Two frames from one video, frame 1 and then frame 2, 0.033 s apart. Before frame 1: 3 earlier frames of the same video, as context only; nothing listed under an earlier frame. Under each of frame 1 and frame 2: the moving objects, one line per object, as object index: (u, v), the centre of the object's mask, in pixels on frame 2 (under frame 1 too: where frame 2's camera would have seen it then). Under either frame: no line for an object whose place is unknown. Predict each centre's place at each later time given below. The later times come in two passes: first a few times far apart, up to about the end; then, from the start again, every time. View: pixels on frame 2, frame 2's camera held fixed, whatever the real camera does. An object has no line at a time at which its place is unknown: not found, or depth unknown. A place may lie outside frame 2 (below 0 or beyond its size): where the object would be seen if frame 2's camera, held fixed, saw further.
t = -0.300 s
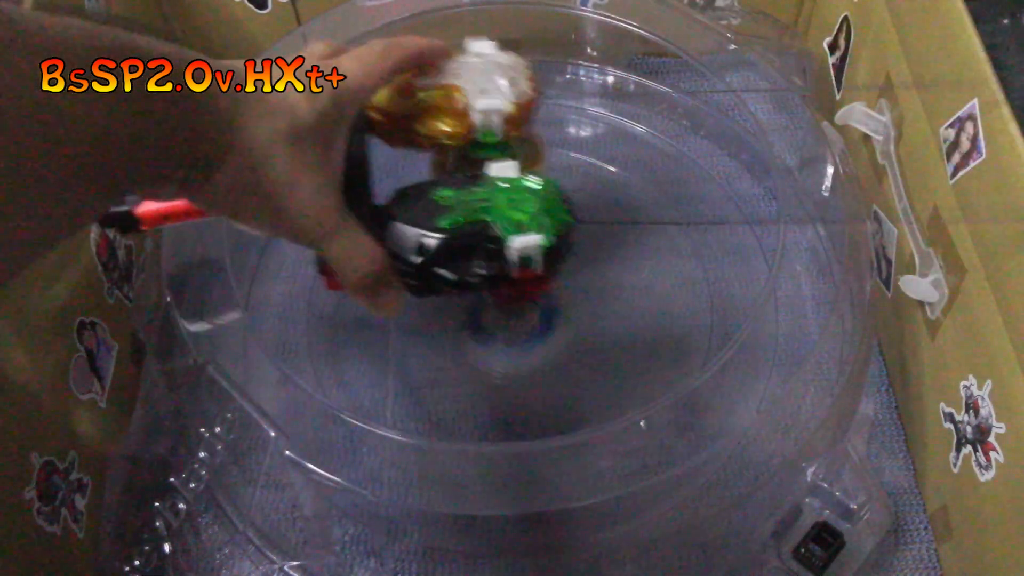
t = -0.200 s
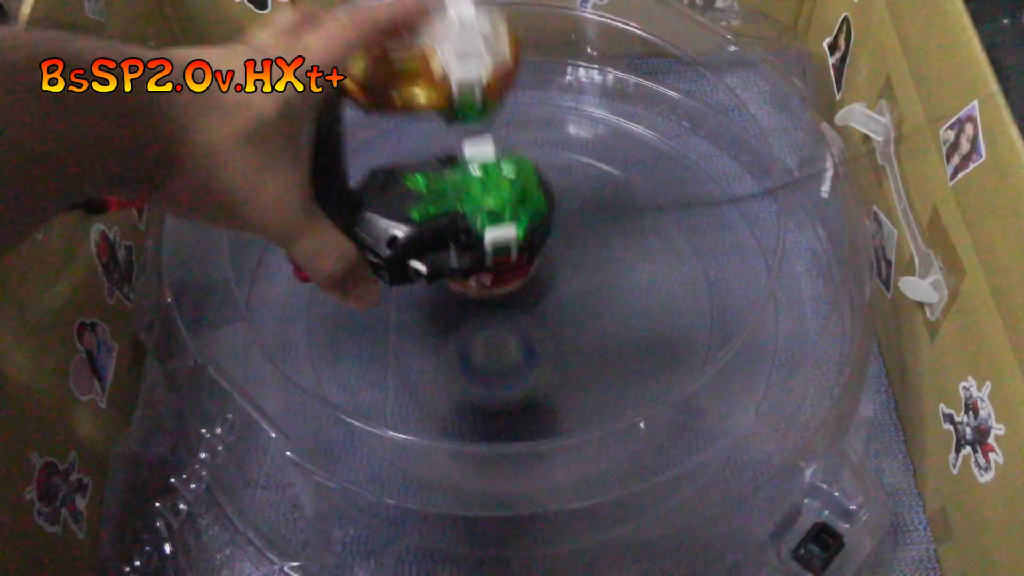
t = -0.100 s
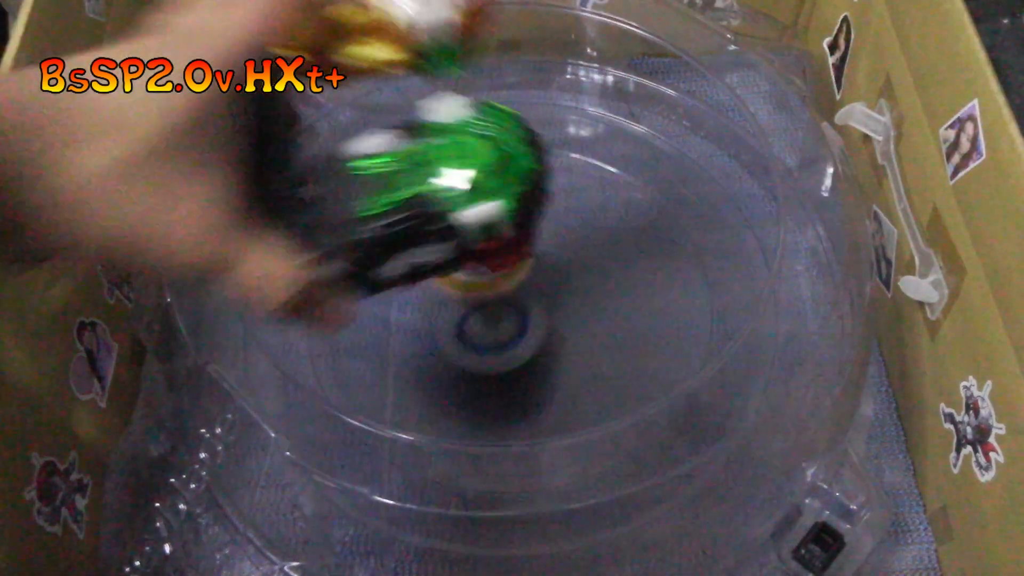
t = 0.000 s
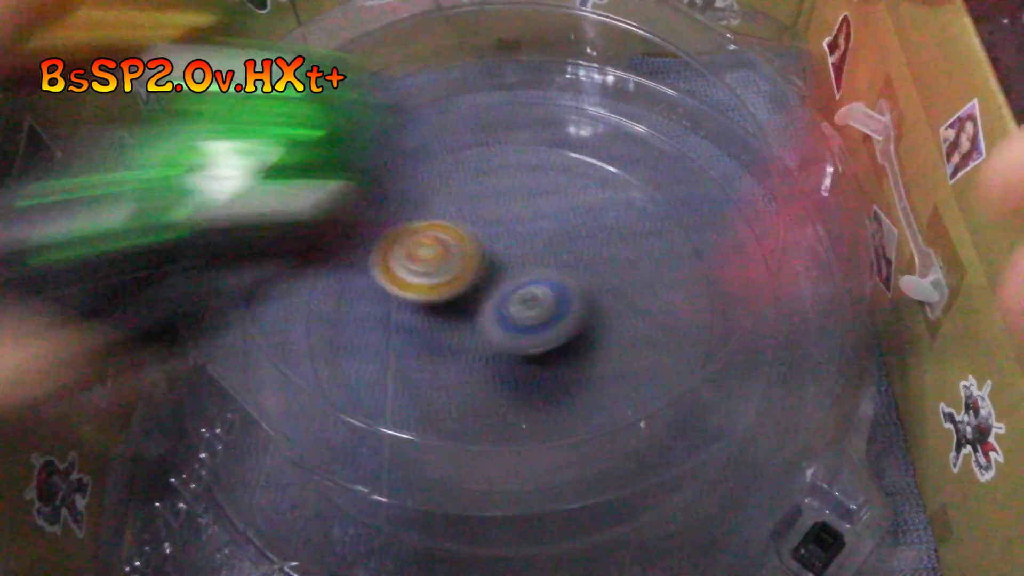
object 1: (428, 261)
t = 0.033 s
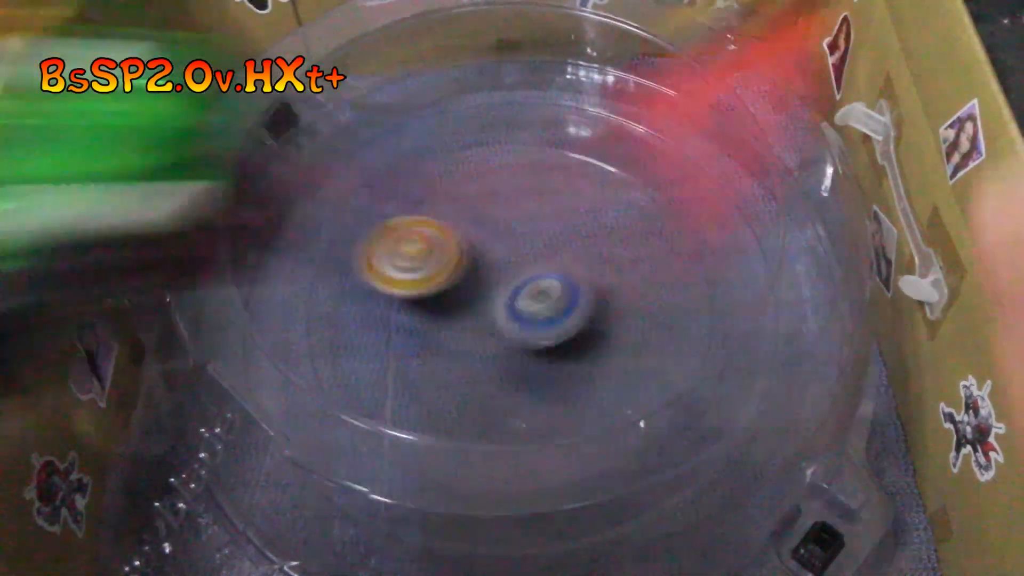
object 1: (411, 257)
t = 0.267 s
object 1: (364, 304)
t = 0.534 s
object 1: (433, 362)
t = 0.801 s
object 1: (509, 350)
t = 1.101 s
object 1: (526, 330)
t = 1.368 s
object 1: (518, 283)
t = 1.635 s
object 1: (529, 273)
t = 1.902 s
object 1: (455, 113)
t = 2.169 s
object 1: (428, 307)
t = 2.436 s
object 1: (656, 400)
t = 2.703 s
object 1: (763, 295)
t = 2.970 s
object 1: (762, 287)
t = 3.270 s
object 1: (750, 282)
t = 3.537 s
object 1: (728, 275)
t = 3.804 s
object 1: (636, 245)
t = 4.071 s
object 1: (365, 261)
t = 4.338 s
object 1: (236, 364)
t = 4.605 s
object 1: (223, 358)
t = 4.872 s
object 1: (230, 333)
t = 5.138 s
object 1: (273, 317)
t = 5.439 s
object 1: (361, 316)
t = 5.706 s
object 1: (258, 294)
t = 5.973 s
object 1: (439, 309)
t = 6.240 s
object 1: (442, 311)
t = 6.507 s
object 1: (426, 320)
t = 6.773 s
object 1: (421, 288)
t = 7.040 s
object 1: (444, 284)
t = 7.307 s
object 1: (448, 292)
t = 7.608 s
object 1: (459, 276)
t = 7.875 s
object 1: (440, 260)
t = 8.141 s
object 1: (447, 269)
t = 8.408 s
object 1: (451, 273)
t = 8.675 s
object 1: (438, 263)
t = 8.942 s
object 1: (465, 273)
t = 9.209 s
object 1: (528, 251)
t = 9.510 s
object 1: (560, 275)
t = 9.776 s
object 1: (550, 310)
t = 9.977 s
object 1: (546, 319)
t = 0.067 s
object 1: (397, 256)
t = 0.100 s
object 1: (385, 257)
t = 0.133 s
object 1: (376, 261)
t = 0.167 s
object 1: (370, 269)
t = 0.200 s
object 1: (365, 279)
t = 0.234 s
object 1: (363, 290)
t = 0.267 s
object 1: (364, 304)
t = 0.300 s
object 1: (366, 317)
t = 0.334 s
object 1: (372, 328)
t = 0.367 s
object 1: (379, 337)
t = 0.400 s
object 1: (388, 345)
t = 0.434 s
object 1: (399, 352)
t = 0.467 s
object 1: (409, 357)
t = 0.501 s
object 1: (421, 360)
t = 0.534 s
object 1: (433, 362)
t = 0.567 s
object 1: (446, 362)
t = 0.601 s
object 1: (459, 361)
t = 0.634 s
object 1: (473, 358)
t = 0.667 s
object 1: (482, 358)
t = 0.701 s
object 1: (486, 360)
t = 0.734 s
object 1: (493, 359)
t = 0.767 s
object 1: (501, 355)
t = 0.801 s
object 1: (509, 350)
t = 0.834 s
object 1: (516, 343)
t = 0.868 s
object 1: (521, 335)
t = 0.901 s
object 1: (523, 328)
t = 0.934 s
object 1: (508, 310)
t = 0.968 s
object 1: (483, 310)
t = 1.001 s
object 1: (485, 310)
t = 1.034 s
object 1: (459, 365)
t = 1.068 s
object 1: (503, 361)
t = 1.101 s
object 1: (526, 330)
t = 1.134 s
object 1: (516, 323)
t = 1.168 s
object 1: (512, 317)
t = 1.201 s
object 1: (512, 314)
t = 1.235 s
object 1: (515, 311)
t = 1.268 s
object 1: (510, 299)
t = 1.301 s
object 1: (546, 301)
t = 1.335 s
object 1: (534, 286)
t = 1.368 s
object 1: (518, 283)
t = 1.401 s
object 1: (549, 270)
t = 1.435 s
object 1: (524, 271)
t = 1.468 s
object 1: (532, 264)
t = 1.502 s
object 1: (536, 254)
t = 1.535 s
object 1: (516, 270)
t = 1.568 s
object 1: (524, 276)
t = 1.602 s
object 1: (537, 267)
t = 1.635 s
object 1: (529, 273)
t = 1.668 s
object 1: (528, 269)
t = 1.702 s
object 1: (528, 268)
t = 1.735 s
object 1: (525, 234)
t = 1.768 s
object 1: (506, 258)
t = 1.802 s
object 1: (482, 160)
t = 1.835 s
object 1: (457, 110)
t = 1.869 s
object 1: (456, 110)
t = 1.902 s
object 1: (455, 113)
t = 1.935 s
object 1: (455, 119)
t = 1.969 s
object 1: (454, 127)
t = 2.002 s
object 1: (439, 178)
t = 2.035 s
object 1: (433, 200)
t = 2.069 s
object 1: (428, 222)
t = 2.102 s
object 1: (425, 248)
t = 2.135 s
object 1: (424, 274)
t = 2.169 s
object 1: (428, 307)
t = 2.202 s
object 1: (440, 338)
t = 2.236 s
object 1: (460, 369)
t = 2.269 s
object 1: (487, 390)
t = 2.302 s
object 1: (518, 407)
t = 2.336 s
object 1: (554, 417)
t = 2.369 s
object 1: (590, 418)
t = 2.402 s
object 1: (625, 412)
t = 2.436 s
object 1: (656, 400)
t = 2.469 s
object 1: (685, 381)
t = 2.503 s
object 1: (708, 359)
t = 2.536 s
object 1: (725, 340)
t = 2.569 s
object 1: (739, 324)
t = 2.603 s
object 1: (749, 312)
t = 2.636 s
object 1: (756, 303)
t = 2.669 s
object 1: (760, 298)
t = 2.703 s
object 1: (763, 295)
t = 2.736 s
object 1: (764, 294)
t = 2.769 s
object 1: (764, 293)
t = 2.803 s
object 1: (764, 292)
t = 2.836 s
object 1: (764, 291)
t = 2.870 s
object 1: (764, 290)
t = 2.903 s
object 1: (763, 289)
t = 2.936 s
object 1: (762, 288)
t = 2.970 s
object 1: (762, 287)
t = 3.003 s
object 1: (761, 287)
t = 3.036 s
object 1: (760, 286)
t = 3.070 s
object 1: (759, 285)
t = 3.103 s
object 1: (758, 284)
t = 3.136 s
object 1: (756, 284)
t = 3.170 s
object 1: (754, 283)
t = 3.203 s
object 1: (753, 283)
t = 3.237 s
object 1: (751, 282)
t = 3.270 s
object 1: (750, 282)
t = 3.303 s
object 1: (747, 281)
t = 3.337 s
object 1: (745, 281)
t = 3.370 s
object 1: (743, 280)
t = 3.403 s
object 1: (740, 279)
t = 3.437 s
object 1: (737, 278)
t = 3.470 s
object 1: (734, 277)
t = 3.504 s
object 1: (731, 276)
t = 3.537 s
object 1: (728, 275)
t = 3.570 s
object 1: (723, 273)
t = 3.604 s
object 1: (719, 271)
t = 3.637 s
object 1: (716, 269)
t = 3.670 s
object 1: (710, 267)
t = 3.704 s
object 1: (700, 264)
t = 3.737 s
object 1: (683, 258)
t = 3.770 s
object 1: (661, 252)
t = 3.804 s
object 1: (636, 245)
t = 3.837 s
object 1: (609, 239)
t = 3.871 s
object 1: (578, 229)
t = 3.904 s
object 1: (540, 222)
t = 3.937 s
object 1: (502, 219)
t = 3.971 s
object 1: (465, 223)
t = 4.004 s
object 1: (430, 230)
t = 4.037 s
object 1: (395, 242)
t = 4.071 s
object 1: (365, 261)
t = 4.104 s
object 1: (341, 283)
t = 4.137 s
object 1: (315, 299)
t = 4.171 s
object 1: (291, 312)
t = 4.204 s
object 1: (270, 328)
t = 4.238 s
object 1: (250, 342)
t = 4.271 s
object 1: (241, 350)
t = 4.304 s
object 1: (238, 358)
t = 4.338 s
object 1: (236, 364)
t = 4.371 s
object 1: (235, 368)
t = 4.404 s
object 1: (232, 368)
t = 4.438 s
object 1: (230, 368)
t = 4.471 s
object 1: (228, 366)
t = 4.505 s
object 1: (225, 365)
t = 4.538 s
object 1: (224, 363)
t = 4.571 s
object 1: (224, 360)
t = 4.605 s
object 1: (223, 358)
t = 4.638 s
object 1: (223, 356)
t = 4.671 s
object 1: (222, 352)
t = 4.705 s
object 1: (223, 350)
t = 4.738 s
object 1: (224, 346)
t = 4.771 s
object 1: (225, 343)
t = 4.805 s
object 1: (226, 340)
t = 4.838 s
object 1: (228, 337)
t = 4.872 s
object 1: (230, 333)
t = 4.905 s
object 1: (233, 328)
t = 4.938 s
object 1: (235, 326)
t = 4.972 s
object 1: (239, 324)
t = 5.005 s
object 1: (248, 325)
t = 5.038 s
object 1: (257, 325)
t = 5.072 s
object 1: (263, 323)
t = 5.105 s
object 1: (268, 320)
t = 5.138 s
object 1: (273, 317)
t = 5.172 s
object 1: (277, 313)
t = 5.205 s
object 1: (282, 311)
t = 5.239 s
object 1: (287, 308)
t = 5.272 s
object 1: (293, 306)
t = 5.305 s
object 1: (299, 304)
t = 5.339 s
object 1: (305, 304)
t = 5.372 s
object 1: (319, 306)
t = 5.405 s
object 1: (336, 309)
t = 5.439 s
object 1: (361, 316)
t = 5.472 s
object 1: (387, 323)
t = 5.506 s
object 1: (388, 323)
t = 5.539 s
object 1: (332, 313)
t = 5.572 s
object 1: (279, 302)
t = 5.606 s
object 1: (235, 296)
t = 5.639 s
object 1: (210, 291)
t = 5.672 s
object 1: (230, 291)
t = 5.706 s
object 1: (258, 294)
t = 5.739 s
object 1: (286, 295)
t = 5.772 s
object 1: (311, 296)
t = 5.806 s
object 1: (337, 298)
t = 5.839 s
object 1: (364, 301)
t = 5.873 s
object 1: (392, 305)
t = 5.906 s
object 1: (423, 309)
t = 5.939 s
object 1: (450, 311)
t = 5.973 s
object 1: (439, 309)
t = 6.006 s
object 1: (426, 308)
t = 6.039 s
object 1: (420, 306)
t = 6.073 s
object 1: (418, 305)
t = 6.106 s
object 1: (421, 305)
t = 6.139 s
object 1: (425, 306)
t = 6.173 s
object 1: (429, 308)
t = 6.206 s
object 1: (436, 309)
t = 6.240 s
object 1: (442, 311)
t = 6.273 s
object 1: (448, 312)
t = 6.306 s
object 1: (452, 313)
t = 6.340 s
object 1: (445, 314)
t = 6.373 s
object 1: (439, 314)
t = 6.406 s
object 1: (439, 314)
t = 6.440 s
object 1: (441, 314)
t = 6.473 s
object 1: (446, 315)
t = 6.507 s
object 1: (426, 320)
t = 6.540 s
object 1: (448, 323)
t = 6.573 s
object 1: (402, 325)
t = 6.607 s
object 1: (429, 323)
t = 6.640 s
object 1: (436, 319)
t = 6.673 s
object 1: (456, 315)
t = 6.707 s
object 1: (433, 305)
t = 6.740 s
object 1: (456, 309)
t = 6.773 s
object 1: (421, 288)
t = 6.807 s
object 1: (444, 288)
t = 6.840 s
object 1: (431, 283)
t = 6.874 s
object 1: (447, 292)
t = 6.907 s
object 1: (440, 288)
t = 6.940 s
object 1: (442, 290)
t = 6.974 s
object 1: (451, 296)
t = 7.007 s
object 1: (446, 288)
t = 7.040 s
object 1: (444, 284)
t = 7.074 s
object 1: (456, 291)
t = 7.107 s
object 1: (453, 287)
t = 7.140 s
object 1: (447, 282)
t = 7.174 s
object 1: (453, 284)
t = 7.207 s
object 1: (433, 272)
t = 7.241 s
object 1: (444, 283)
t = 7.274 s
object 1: (433, 279)
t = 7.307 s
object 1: (448, 292)
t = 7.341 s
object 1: (446, 284)
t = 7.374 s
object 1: (452, 280)
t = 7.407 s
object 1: (448, 273)
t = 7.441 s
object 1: (461, 283)
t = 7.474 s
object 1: (463, 280)
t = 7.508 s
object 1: (448, 267)
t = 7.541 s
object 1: (459, 279)
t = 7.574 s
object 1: (458, 277)
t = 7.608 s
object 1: (459, 276)
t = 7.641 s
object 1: (461, 278)
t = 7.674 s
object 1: (461, 279)
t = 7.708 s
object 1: (463, 281)
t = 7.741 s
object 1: (453, 276)
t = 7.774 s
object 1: (444, 268)
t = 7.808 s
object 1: (440, 261)
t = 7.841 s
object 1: (438, 259)
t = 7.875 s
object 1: (440, 260)
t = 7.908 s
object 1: (441, 263)
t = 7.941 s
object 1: (445, 267)
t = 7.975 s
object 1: (449, 270)
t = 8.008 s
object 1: (451, 275)
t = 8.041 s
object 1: (447, 273)
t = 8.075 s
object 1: (444, 269)
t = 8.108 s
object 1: (444, 268)
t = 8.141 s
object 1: (447, 269)
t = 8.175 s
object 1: (451, 271)
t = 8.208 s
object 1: (455, 274)
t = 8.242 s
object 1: (445, 269)
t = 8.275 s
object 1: (441, 265)
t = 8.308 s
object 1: (441, 264)
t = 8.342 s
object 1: (443, 264)
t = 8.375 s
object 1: (448, 268)
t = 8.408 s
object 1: (451, 273)
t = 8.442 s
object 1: (455, 278)
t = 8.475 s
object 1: (454, 278)
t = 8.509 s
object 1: (449, 277)
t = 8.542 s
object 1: (450, 274)
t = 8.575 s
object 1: (456, 274)
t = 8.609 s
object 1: (456, 274)
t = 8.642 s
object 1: (447, 269)
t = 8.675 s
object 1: (438, 263)
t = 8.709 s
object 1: (439, 258)
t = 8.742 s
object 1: (443, 260)
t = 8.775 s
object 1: (448, 264)
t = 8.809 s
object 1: (452, 269)
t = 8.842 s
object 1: (458, 275)
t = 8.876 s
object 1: (460, 280)
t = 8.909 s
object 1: (464, 277)
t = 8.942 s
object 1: (465, 273)
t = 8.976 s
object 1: (469, 270)
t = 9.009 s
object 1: (477, 267)
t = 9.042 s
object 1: (486, 263)
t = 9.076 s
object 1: (495, 261)
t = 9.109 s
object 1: (505, 259)
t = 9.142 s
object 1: (513, 258)
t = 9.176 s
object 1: (520, 255)
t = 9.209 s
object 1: (528, 251)
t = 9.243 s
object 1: (534, 250)
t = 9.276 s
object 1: (541, 249)
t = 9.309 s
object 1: (545, 251)
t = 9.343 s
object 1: (551, 254)
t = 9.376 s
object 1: (556, 256)
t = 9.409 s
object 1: (559, 260)
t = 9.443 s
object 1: (561, 265)
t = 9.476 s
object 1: (561, 269)
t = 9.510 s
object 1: (560, 275)
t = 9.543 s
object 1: (559, 280)
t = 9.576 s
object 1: (558, 286)
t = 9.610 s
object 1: (557, 292)
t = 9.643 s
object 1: (558, 297)
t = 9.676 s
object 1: (558, 300)
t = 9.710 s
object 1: (555, 304)
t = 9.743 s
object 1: (553, 307)
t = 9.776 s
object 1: (550, 310)
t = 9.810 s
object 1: (550, 312)
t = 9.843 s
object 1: (551, 313)
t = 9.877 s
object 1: (551, 315)
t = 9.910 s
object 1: (550, 316)
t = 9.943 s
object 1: (548, 317)
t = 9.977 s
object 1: (546, 319)
